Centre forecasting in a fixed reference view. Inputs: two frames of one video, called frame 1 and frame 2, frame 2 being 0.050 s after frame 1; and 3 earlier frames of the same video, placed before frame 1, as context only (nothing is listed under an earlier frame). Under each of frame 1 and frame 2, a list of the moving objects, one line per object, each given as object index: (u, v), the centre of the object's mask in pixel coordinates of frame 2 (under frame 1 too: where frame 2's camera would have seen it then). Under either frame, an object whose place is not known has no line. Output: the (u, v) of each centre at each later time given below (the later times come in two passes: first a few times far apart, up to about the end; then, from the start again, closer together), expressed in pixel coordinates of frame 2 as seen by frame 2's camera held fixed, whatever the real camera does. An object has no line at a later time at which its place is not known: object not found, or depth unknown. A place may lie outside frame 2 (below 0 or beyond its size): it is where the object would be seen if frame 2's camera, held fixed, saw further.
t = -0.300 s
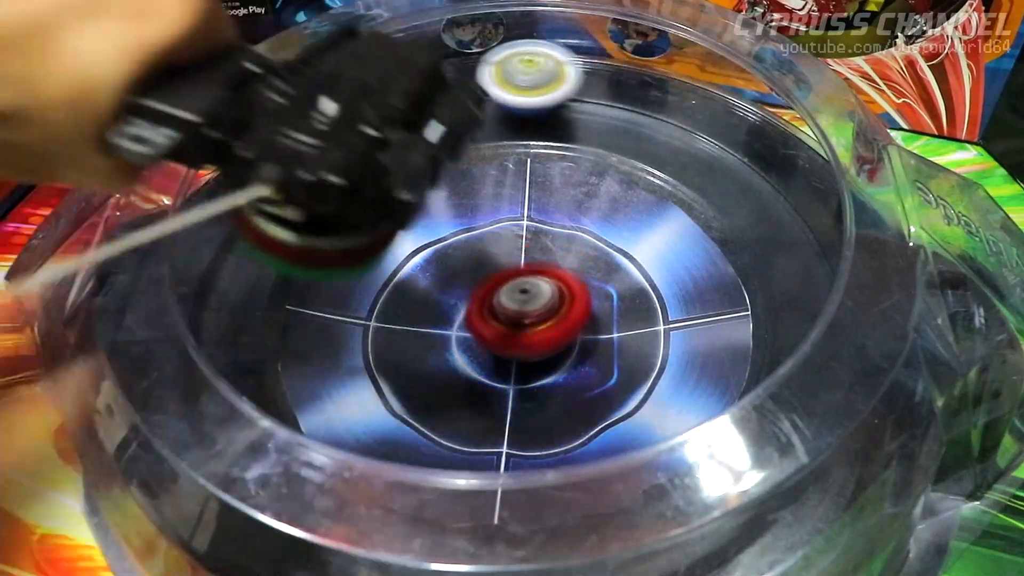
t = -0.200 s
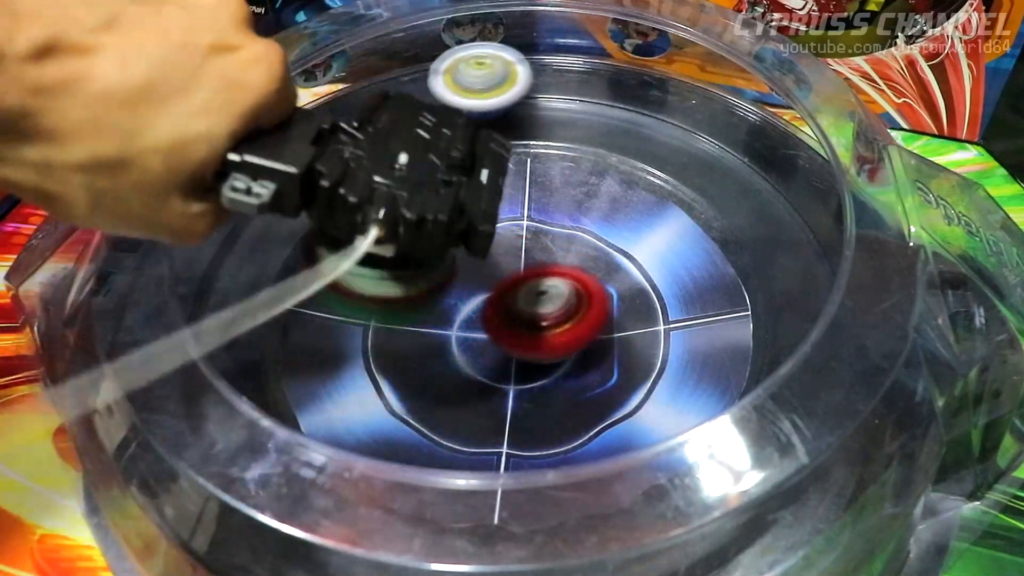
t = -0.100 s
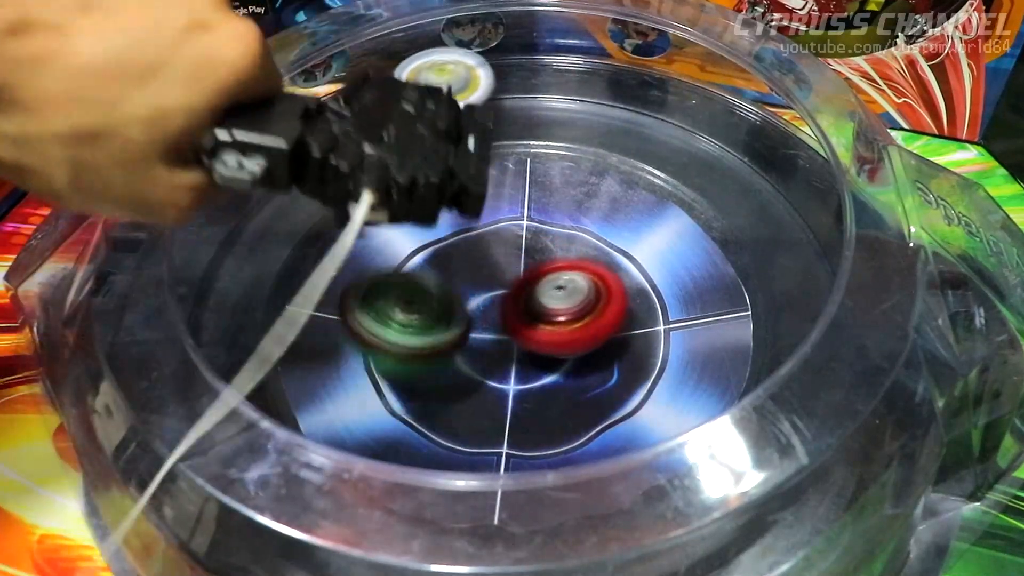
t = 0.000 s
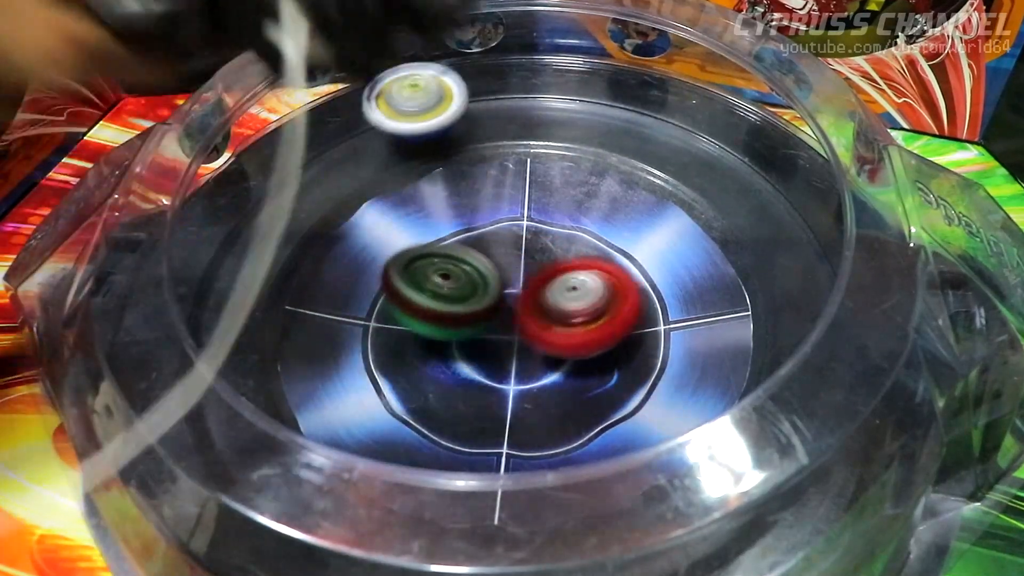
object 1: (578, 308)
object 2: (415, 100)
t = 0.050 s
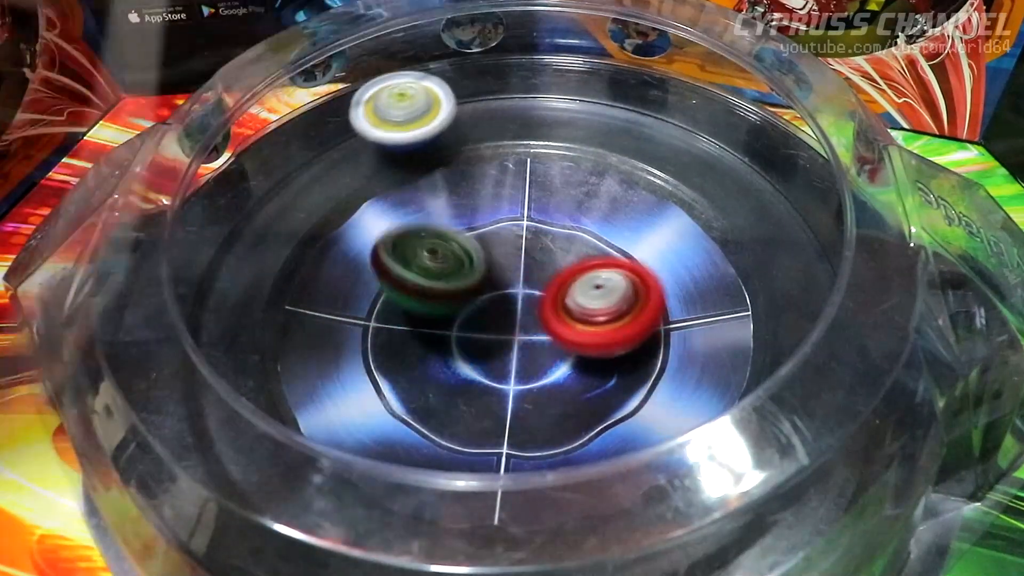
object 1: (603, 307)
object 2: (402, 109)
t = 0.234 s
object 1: (591, 328)
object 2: (374, 69)
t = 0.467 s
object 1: (460, 277)
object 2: (423, 126)
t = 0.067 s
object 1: (608, 307)
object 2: (399, 112)
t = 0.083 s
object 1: (612, 307)
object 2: (395, 116)
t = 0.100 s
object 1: (615, 308)
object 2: (391, 119)
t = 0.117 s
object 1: (617, 309)
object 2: (387, 123)
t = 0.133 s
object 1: (617, 311)
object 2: (384, 127)
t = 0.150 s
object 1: (615, 313)
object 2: (381, 131)
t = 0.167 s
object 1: (613, 316)
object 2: (378, 134)
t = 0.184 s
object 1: (609, 318)
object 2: (374, 116)
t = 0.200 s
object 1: (604, 322)
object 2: (369, 93)
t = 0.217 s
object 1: (598, 325)
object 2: (369, 71)
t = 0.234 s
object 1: (591, 328)
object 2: (374, 69)
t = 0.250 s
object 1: (581, 331)
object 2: (382, 75)
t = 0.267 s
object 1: (572, 332)
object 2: (385, 72)
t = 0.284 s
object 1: (561, 333)
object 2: (389, 72)
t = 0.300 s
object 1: (549, 332)
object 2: (394, 76)
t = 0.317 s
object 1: (538, 331)
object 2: (400, 83)
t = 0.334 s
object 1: (527, 330)
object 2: (403, 86)
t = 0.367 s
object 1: (505, 318)
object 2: (410, 98)
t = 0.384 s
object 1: (495, 313)
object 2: (412, 103)
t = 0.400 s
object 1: (486, 306)
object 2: (414, 105)
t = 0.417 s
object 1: (478, 300)
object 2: (417, 112)
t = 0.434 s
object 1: (470, 293)
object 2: (419, 116)
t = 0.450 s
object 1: (465, 285)
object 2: (421, 120)
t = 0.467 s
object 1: (460, 277)
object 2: (423, 126)
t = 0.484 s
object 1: (455, 272)
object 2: (424, 133)
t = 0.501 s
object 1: (452, 264)
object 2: (426, 143)
